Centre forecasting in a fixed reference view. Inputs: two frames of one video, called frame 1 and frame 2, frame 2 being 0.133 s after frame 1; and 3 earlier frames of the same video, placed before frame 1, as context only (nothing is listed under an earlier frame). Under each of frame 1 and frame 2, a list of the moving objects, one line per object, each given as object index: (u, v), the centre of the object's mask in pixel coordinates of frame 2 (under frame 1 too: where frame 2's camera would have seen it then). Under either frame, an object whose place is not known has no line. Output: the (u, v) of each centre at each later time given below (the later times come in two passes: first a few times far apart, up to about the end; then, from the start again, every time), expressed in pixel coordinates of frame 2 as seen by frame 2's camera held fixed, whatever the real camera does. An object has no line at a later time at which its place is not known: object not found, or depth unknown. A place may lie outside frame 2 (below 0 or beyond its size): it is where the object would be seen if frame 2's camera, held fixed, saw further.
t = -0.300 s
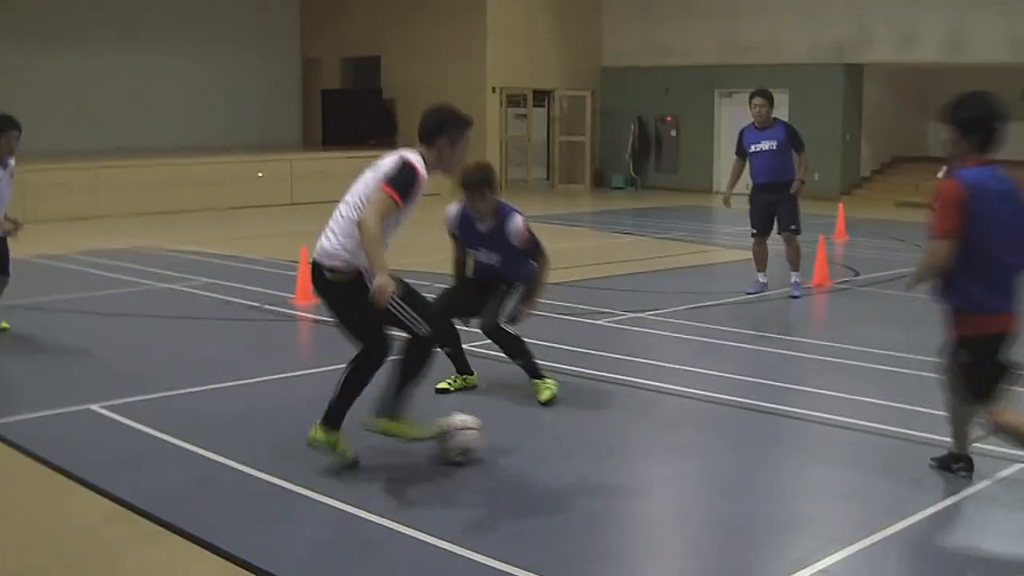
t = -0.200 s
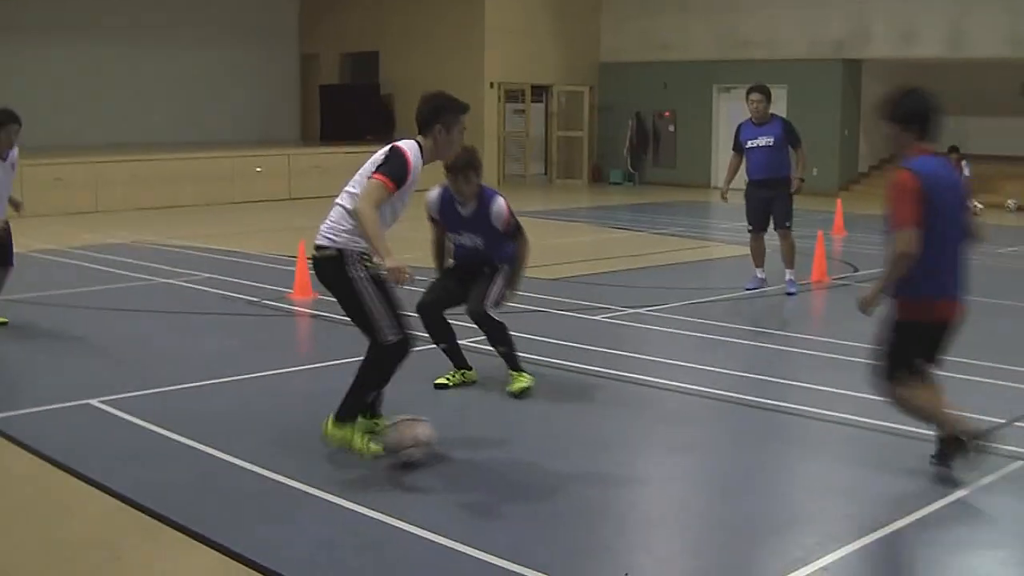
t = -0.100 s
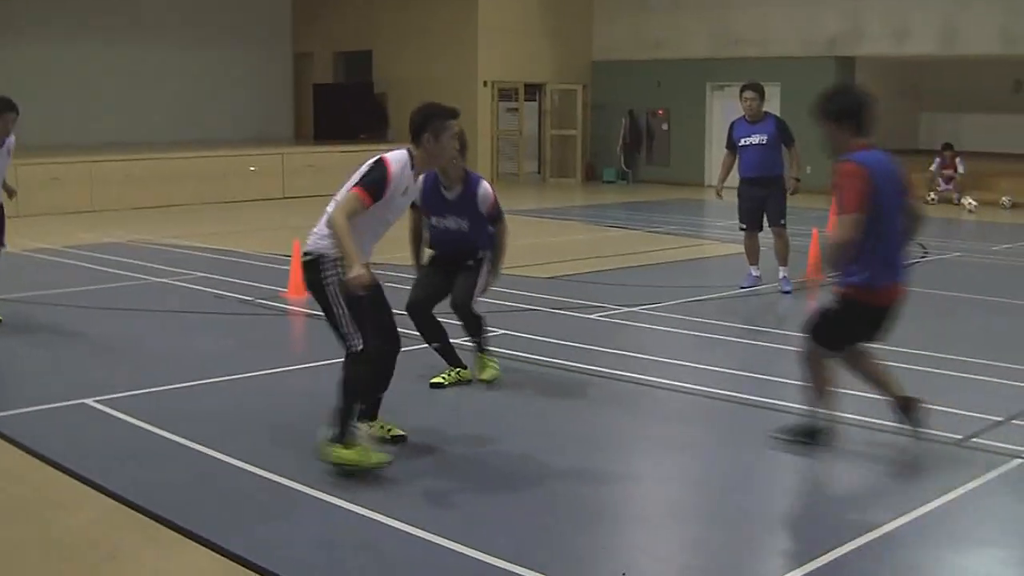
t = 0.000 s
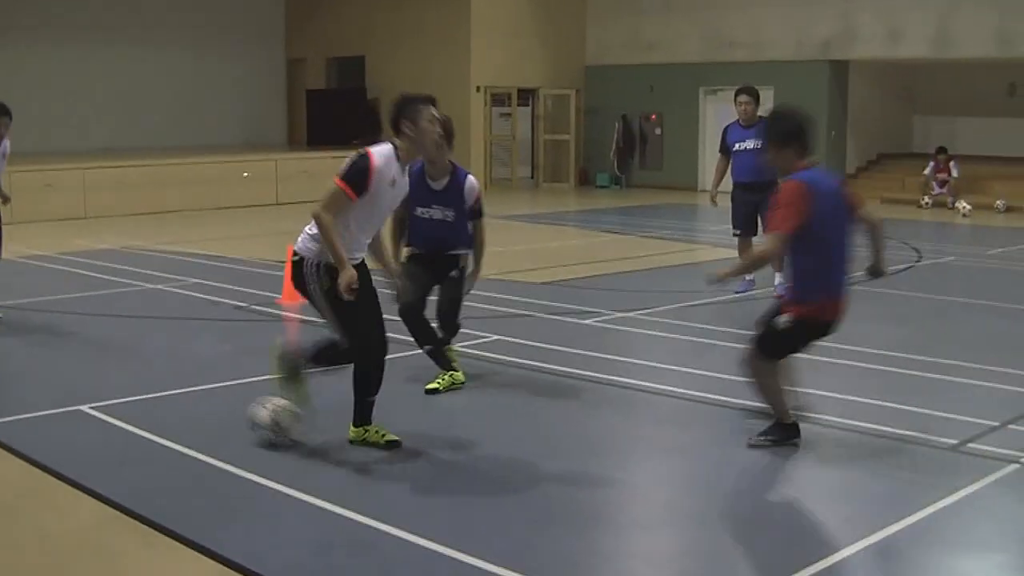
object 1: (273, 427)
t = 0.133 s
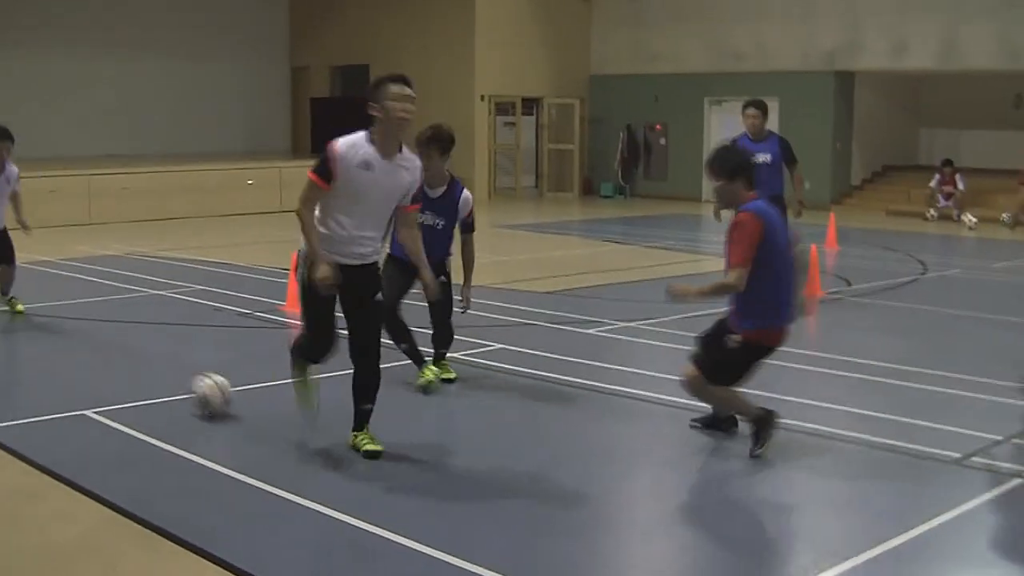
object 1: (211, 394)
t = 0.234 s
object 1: (179, 378)
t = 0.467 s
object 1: (114, 351)
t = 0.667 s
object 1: (67, 334)
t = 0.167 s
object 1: (200, 388)
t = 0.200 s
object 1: (190, 382)
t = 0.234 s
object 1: (179, 378)
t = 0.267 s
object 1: (168, 374)
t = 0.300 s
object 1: (155, 368)
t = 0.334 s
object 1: (145, 365)
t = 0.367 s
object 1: (136, 362)
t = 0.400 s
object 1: (130, 358)
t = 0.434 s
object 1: (123, 355)
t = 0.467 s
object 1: (114, 351)
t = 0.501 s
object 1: (105, 348)
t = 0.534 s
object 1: (99, 346)
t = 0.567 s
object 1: (93, 342)
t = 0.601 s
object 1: (83, 340)
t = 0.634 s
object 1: (71, 338)
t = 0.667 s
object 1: (67, 334)
